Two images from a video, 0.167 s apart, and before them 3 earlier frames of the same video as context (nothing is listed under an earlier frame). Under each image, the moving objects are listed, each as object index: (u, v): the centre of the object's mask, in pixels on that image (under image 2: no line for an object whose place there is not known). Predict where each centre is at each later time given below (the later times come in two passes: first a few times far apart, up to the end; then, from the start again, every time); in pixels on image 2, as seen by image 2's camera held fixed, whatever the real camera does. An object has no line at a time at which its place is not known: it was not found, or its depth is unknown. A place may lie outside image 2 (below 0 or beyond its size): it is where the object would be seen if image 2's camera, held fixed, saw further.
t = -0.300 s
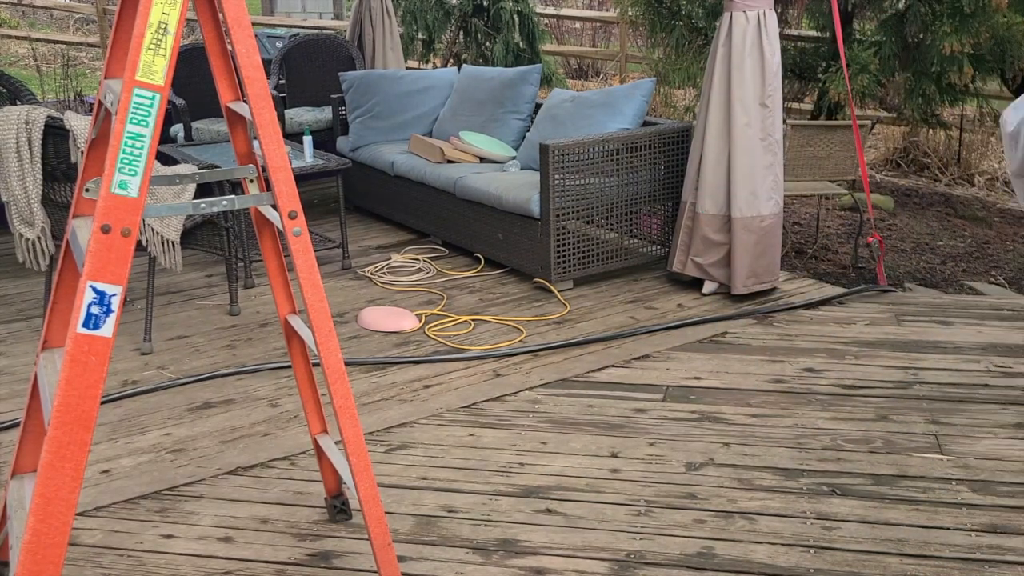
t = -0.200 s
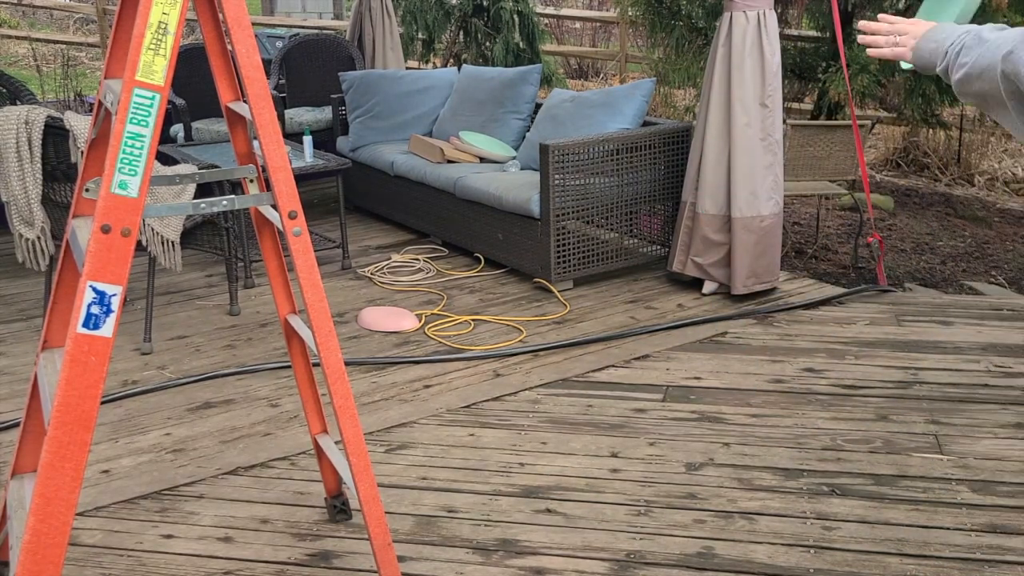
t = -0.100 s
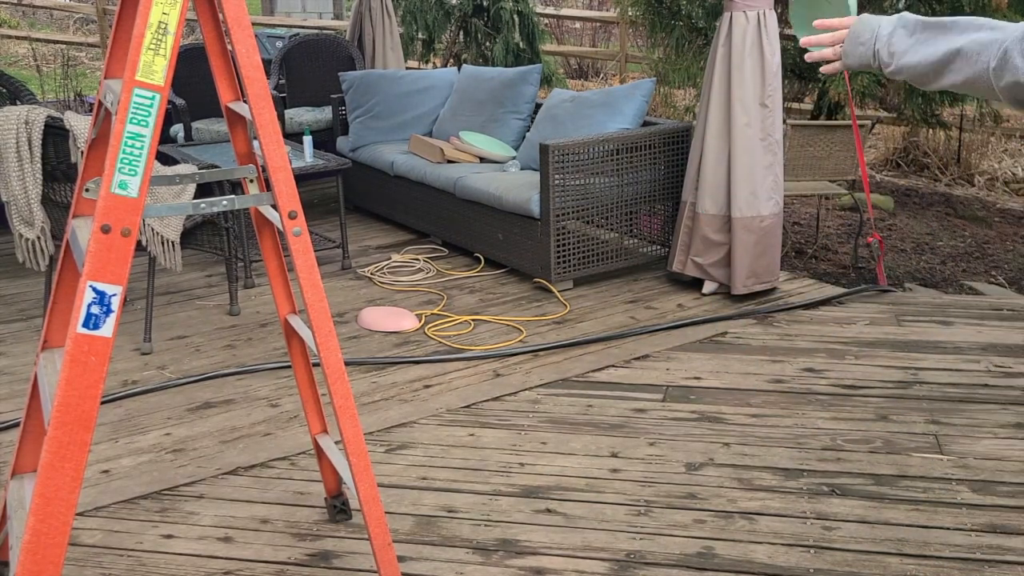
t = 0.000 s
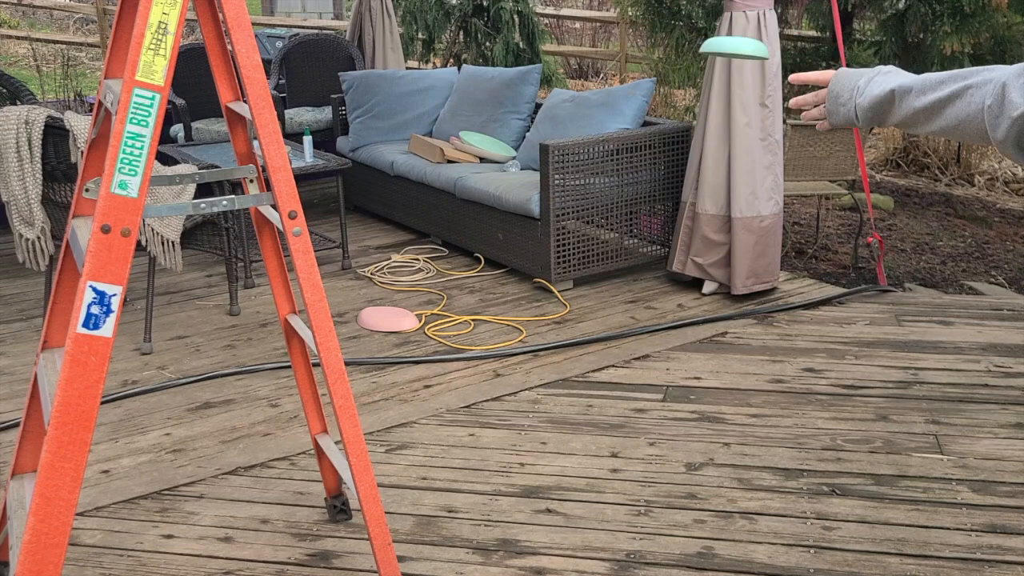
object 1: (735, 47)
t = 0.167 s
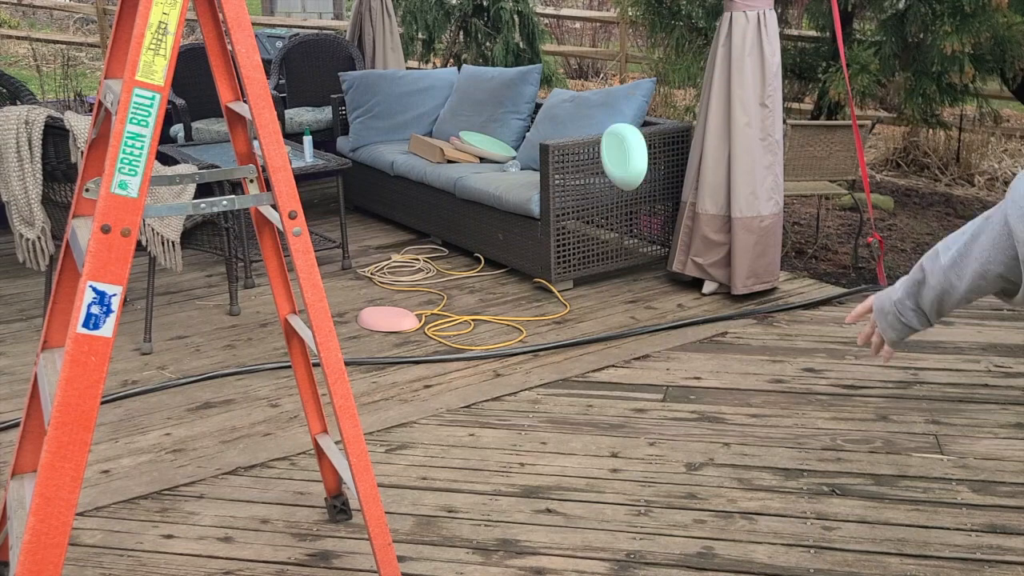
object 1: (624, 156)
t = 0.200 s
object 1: (603, 180)
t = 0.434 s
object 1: (498, 355)
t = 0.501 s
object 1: (492, 334)
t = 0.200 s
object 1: (603, 180)
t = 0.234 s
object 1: (583, 208)
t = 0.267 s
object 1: (563, 237)
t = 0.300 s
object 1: (547, 266)
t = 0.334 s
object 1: (533, 295)
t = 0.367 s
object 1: (520, 327)
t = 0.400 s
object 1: (507, 358)
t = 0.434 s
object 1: (498, 355)
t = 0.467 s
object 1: (497, 340)
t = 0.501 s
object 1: (492, 334)
